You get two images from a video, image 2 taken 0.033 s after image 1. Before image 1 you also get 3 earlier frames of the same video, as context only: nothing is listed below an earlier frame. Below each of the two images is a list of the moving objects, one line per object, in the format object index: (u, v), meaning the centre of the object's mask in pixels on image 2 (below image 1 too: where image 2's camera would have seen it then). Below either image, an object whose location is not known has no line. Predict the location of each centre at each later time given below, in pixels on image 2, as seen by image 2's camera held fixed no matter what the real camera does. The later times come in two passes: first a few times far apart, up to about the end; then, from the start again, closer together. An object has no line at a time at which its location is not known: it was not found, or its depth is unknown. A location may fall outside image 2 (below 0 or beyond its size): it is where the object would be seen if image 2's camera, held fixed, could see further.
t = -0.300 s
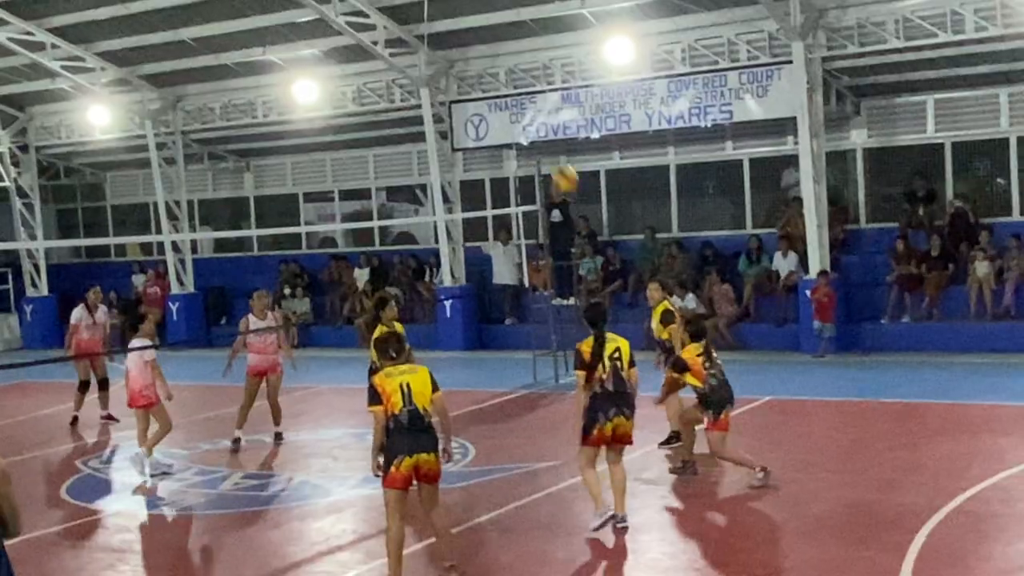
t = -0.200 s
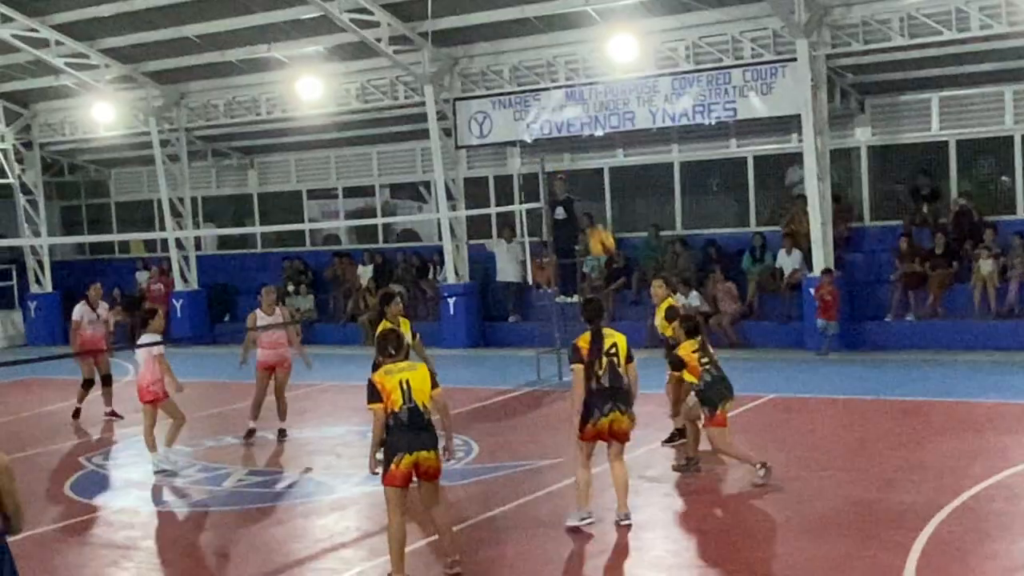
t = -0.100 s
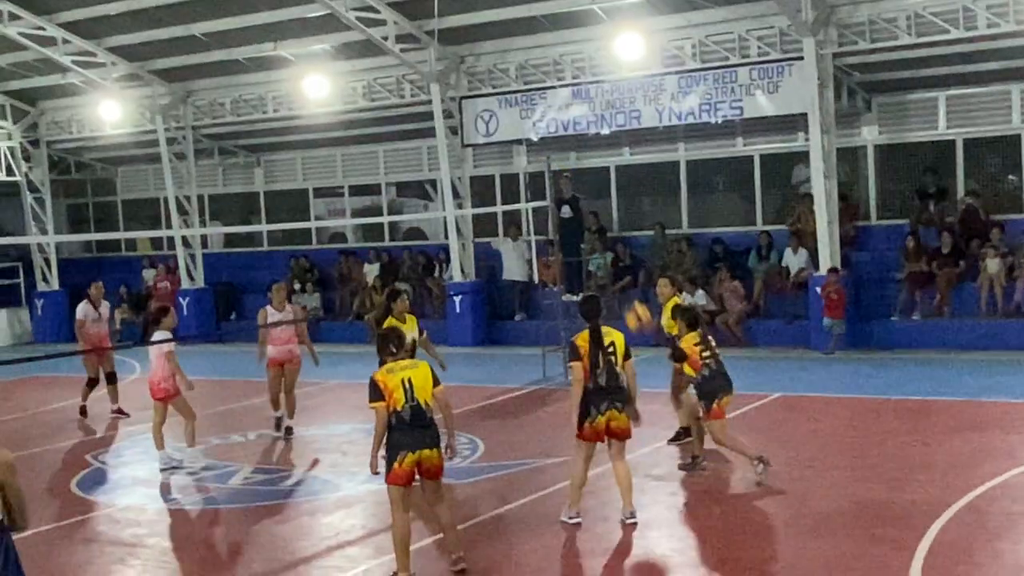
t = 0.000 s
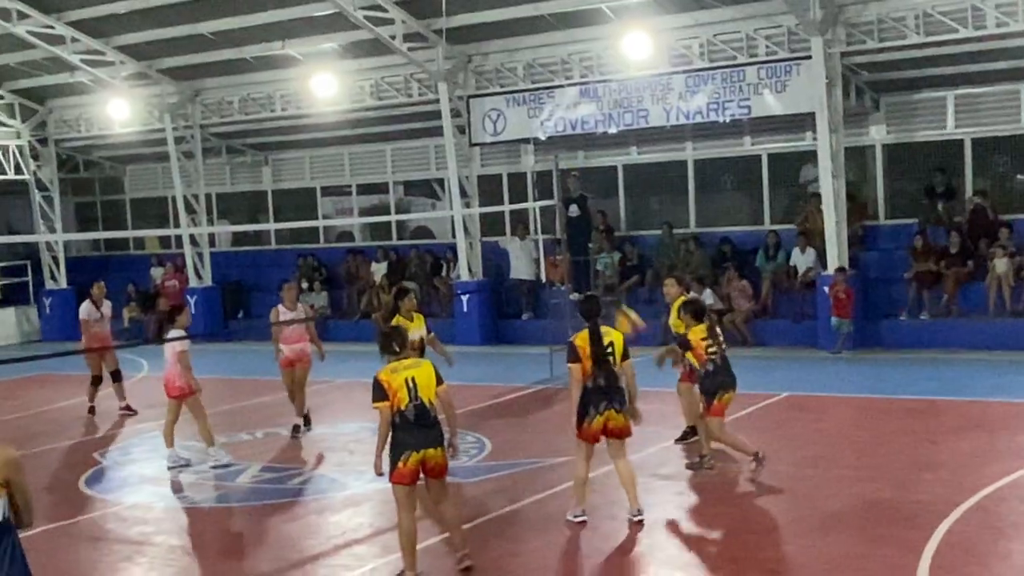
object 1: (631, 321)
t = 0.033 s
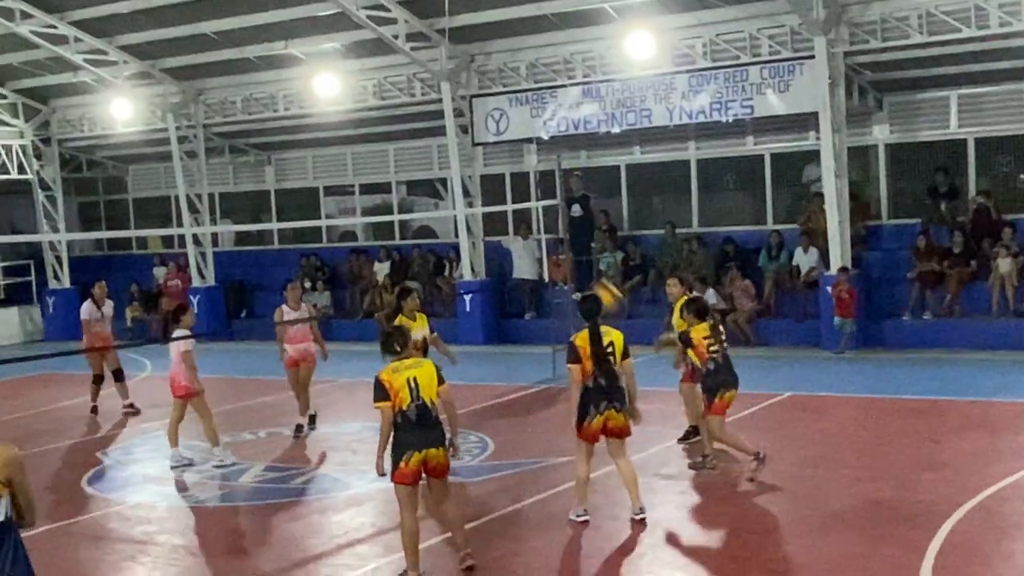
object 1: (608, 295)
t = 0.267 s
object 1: (451, 160)
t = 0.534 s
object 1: (303, 96)
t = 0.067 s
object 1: (584, 270)
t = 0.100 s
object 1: (561, 246)
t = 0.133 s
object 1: (538, 226)
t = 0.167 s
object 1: (515, 208)
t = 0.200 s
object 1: (493, 191)
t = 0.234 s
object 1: (473, 173)
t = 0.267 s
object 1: (451, 160)
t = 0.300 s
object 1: (431, 147)
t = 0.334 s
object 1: (413, 136)
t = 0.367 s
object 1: (392, 125)
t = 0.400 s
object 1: (374, 114)
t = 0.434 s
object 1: (356, 110)
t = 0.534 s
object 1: (303, 96)
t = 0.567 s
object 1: (284, 96)
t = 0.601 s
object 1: (270, 95)
